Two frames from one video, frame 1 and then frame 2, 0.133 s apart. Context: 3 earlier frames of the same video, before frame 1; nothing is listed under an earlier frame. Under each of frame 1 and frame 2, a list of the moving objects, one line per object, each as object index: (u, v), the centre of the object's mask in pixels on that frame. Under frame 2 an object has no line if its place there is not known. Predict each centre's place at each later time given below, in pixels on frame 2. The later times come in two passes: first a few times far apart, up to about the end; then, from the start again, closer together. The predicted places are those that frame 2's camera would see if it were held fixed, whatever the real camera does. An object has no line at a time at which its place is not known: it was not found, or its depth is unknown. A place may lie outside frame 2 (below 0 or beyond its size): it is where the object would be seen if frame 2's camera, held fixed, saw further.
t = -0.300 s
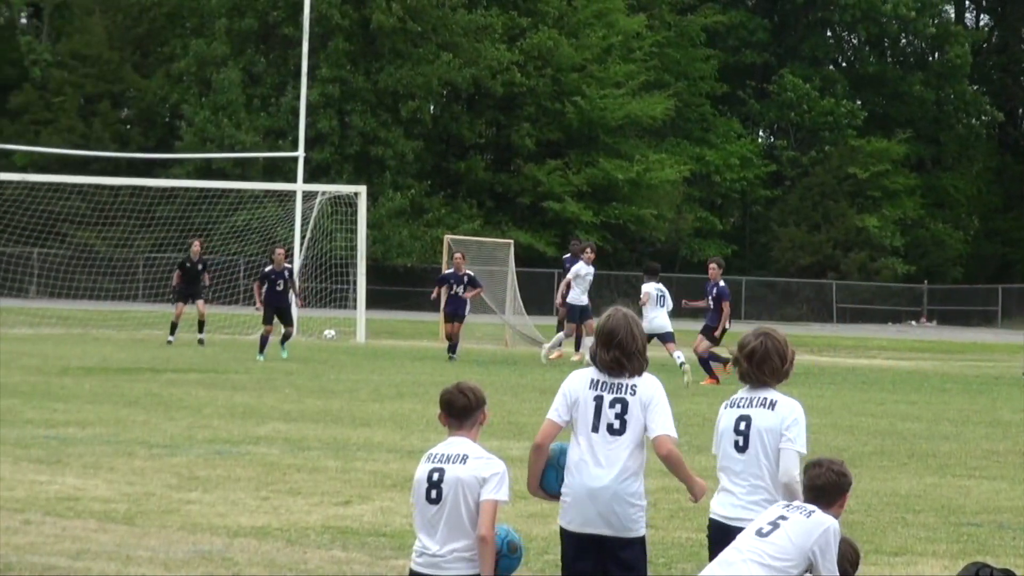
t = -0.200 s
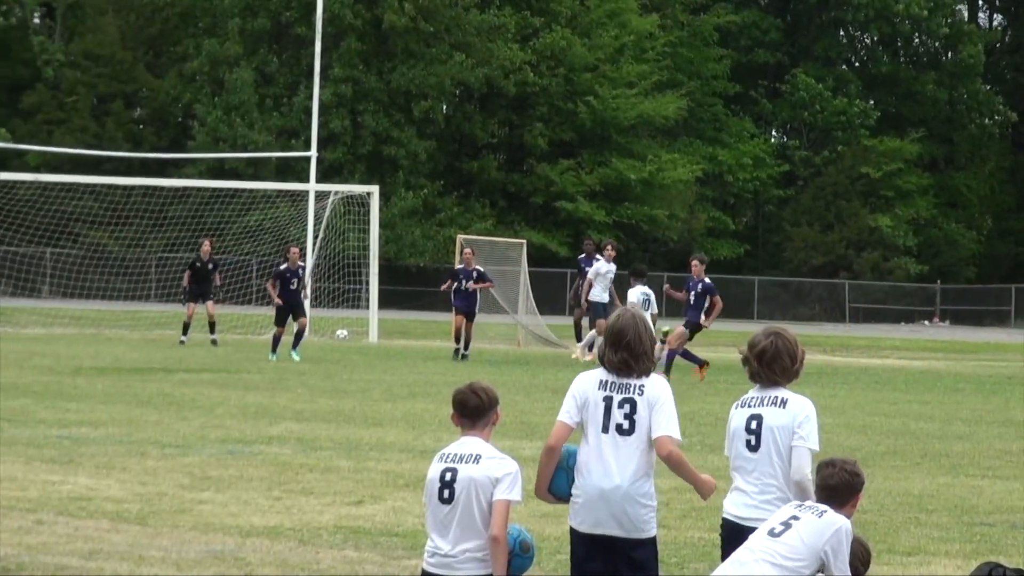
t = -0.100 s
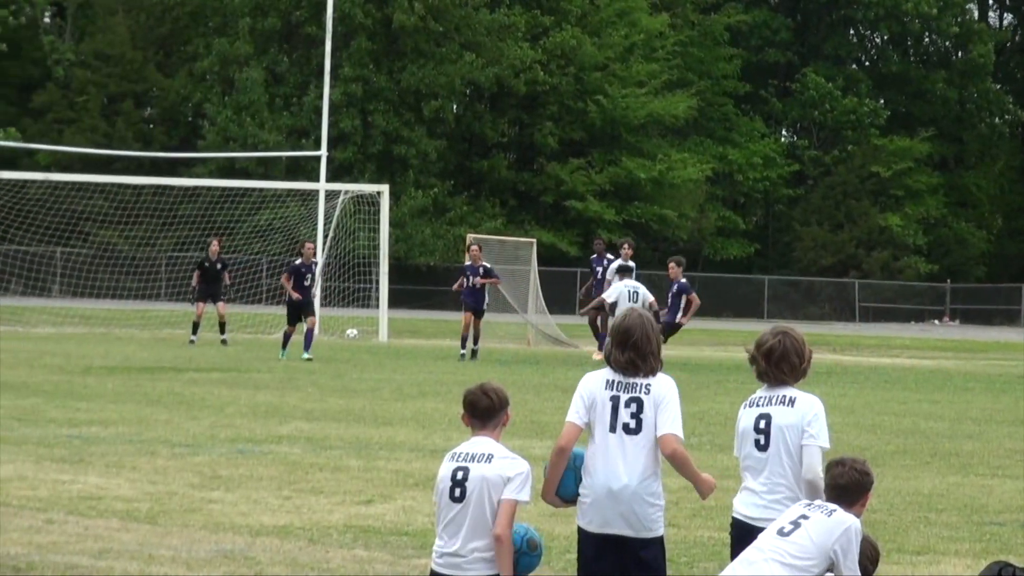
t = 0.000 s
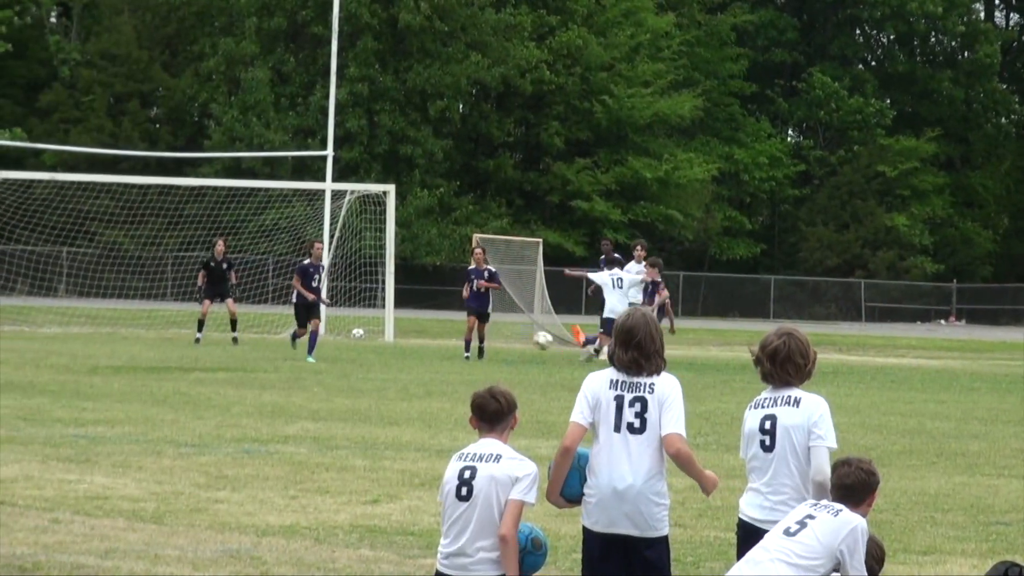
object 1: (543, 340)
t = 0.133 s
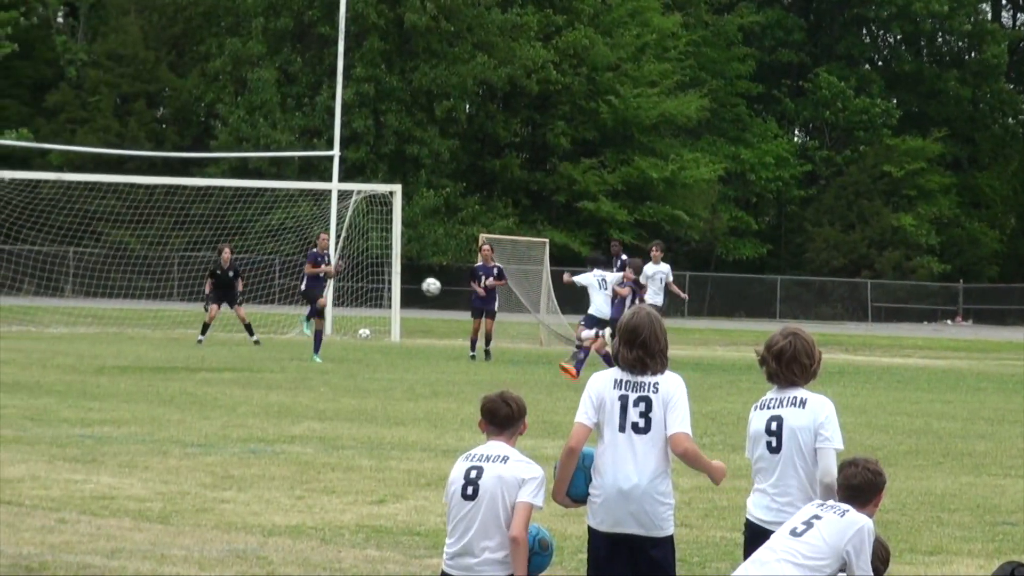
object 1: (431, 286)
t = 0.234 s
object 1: (354, 254)
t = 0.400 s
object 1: (241, 220)
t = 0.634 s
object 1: (106, 199)
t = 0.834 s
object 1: (6, 206)
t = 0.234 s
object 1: (354, 254)
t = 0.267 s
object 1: (331, 245)
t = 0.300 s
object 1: (306, 238)
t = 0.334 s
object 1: (284, 231)
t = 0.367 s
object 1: (263, 225)
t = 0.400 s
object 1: (241, 220)
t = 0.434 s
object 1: (220, 215)
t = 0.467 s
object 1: (200, 211)
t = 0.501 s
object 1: (180, 207)
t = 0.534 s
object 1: (161, 204)
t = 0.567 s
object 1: (142, 202)
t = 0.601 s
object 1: (124, 201)
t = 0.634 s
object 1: (106, 199)
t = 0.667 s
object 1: (88, 200)
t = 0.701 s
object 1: (71, 200)
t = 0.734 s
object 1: (54, 201)
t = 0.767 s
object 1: (38, 203)
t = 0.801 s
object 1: (21, 204)
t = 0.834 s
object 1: (6, 206)
